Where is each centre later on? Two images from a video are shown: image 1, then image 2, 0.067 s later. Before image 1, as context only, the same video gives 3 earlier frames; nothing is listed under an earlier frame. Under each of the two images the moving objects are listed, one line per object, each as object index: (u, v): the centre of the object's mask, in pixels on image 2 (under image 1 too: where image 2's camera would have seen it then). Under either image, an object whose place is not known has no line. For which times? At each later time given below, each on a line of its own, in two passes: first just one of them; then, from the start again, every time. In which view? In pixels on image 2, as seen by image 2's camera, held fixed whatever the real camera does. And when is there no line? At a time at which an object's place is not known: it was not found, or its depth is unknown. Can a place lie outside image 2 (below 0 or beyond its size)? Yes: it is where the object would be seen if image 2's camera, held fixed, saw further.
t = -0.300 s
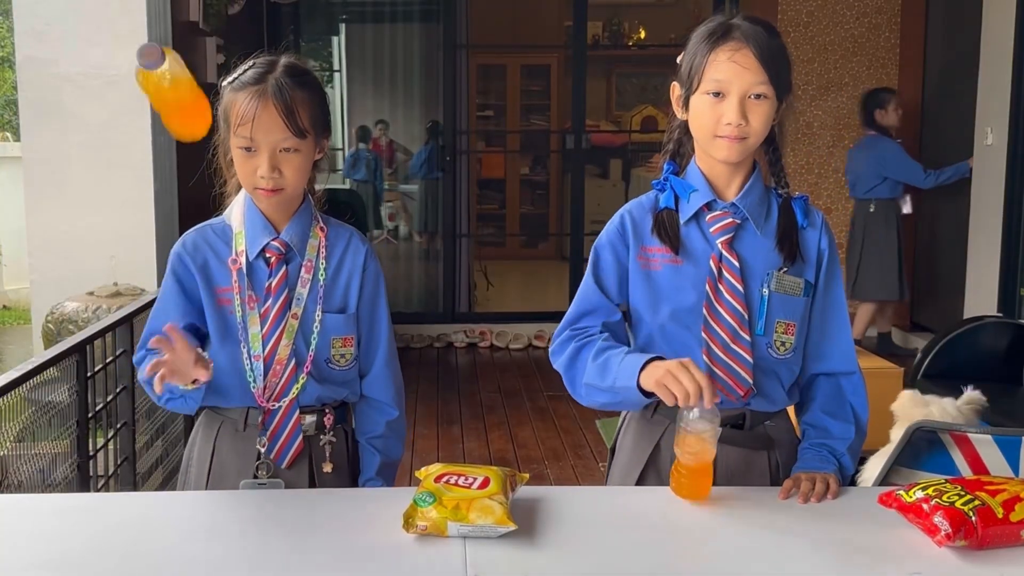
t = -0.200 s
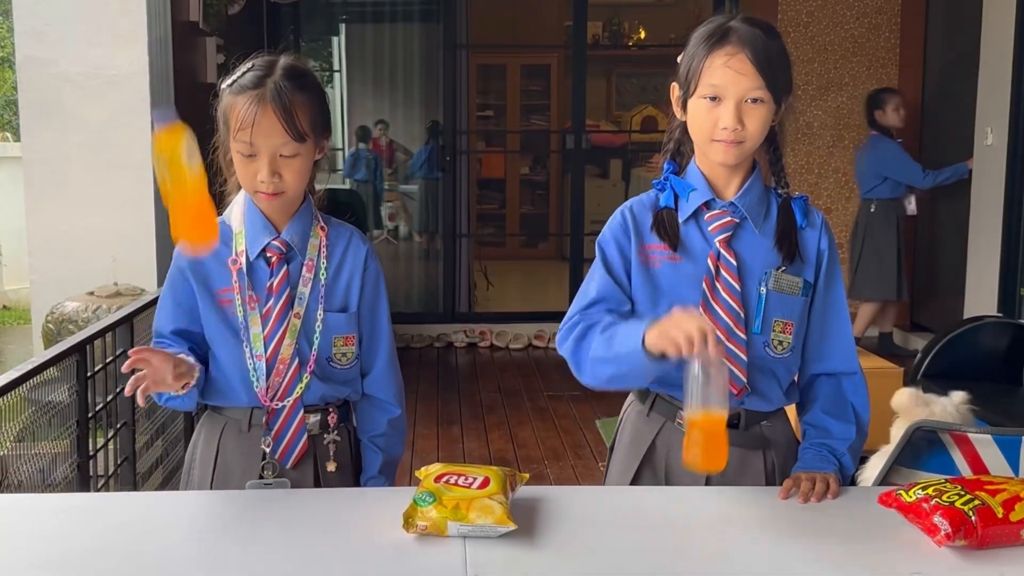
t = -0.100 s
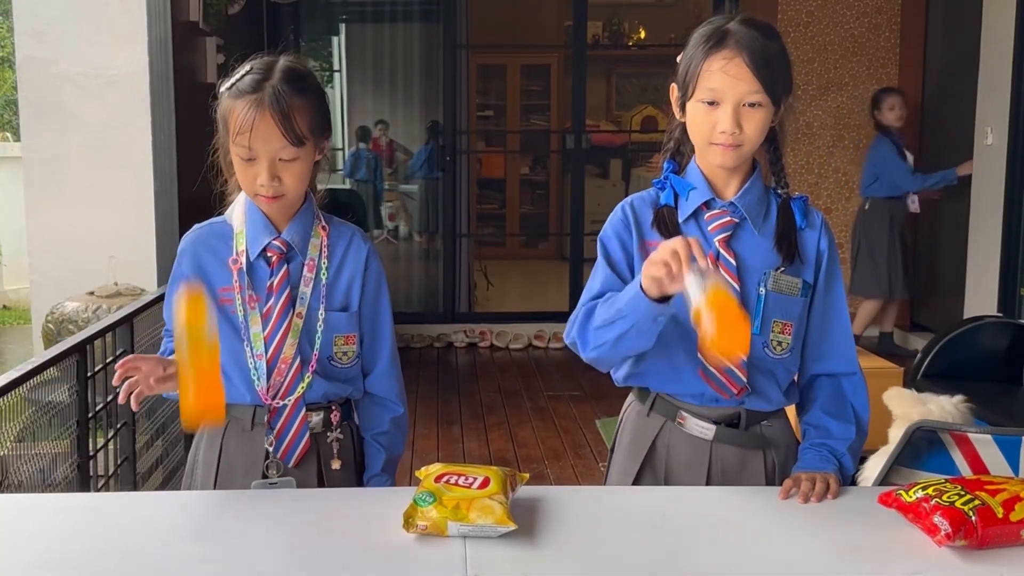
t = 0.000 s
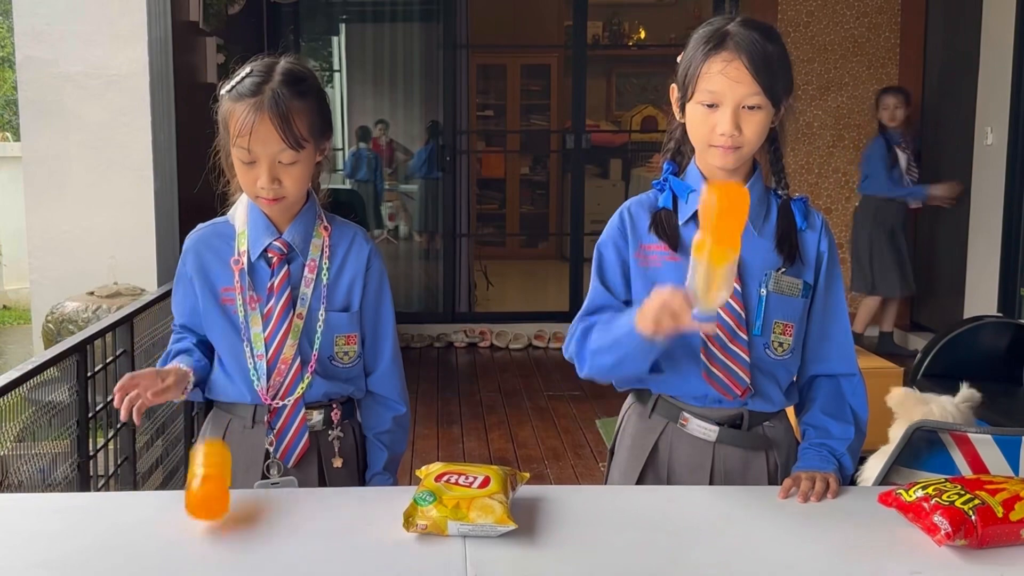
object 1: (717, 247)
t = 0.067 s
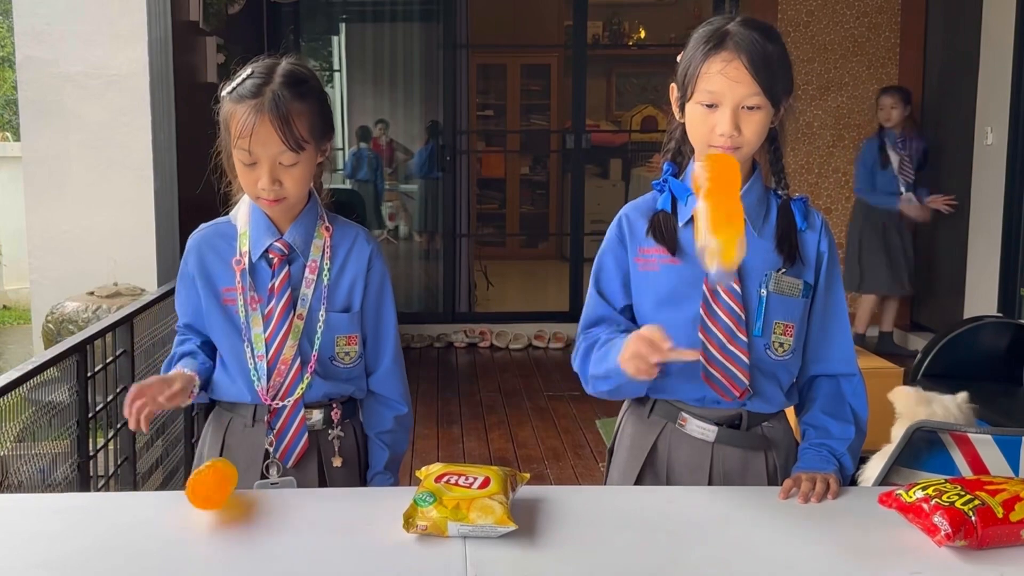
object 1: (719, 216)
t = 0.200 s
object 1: (712, 241)
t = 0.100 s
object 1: (719, 207)
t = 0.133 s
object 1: (718, 207)
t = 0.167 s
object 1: (716, 218)
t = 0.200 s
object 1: (712, 241)
